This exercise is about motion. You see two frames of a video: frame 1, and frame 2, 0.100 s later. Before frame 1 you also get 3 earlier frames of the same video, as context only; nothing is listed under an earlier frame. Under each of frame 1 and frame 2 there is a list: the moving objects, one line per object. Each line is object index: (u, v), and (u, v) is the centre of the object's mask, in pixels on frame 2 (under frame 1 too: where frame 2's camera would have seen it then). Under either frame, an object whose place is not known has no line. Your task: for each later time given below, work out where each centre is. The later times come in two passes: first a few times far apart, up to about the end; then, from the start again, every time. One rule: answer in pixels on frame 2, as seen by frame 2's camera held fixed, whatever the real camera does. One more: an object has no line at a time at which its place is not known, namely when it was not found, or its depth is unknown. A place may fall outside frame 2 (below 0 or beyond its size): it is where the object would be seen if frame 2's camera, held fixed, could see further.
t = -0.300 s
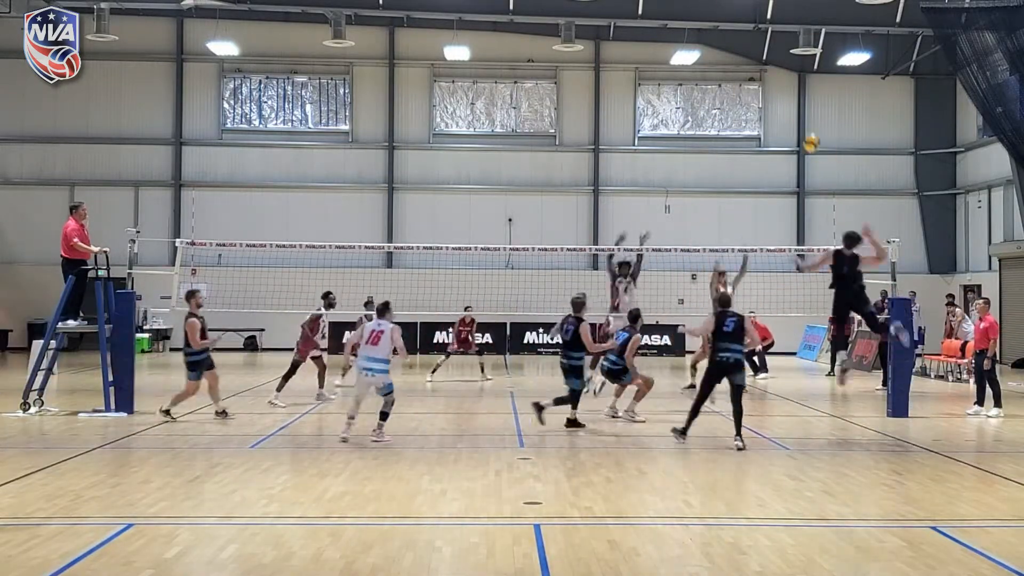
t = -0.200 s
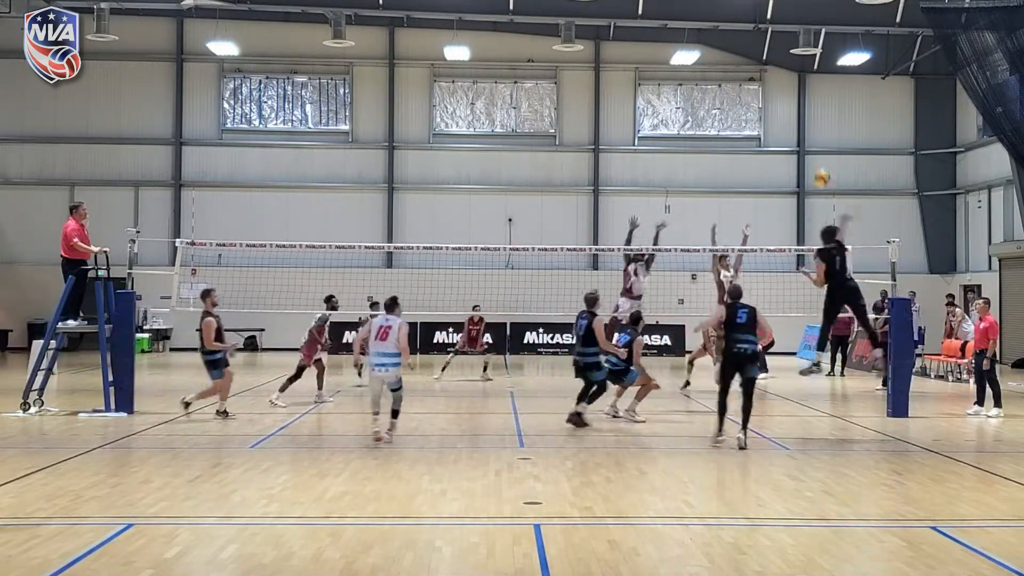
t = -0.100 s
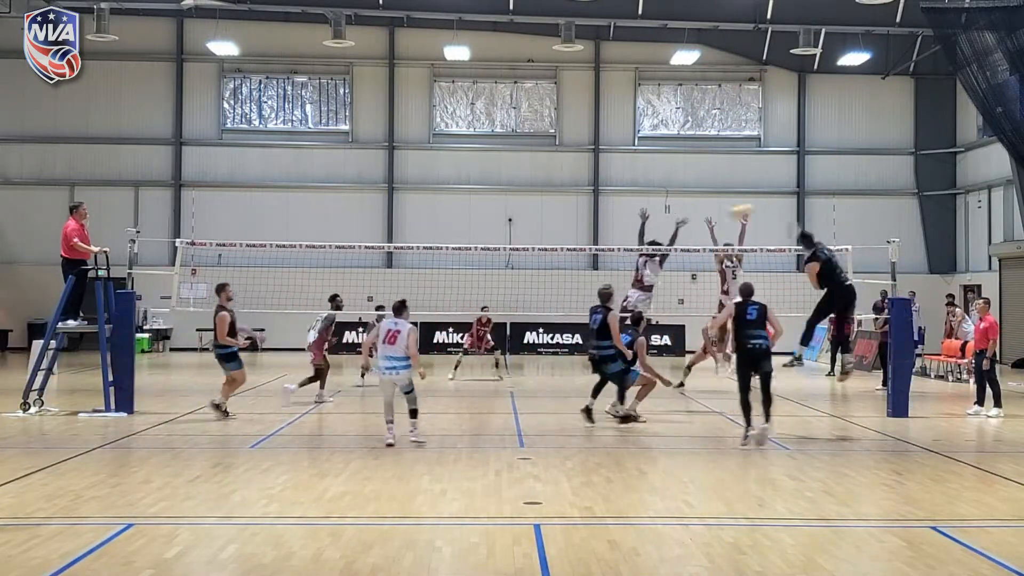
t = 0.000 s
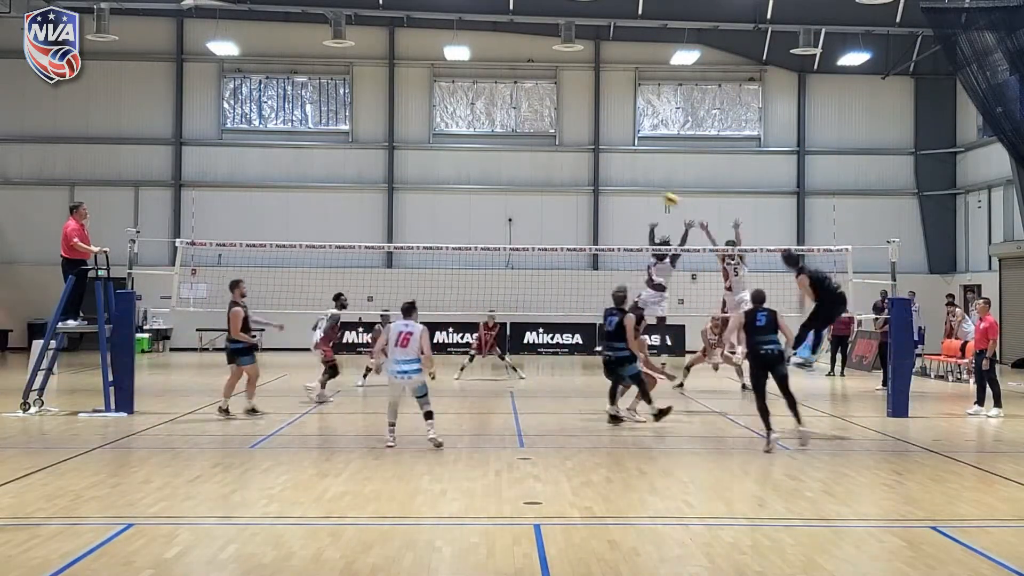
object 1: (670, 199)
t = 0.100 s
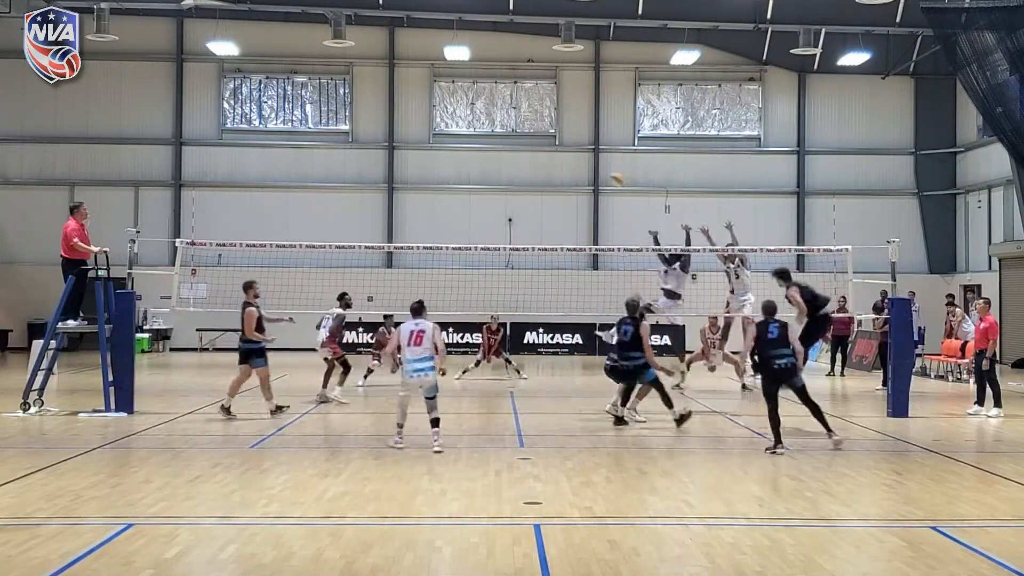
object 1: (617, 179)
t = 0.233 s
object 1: (551, 161)
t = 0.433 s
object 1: (459, 163)
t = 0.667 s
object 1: (364, 197)
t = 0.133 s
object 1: (599, 173)
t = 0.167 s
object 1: (583, 170)
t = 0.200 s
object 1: (566, 165)
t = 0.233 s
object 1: (551, 161)
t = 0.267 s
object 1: (535, 160)
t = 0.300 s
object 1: (519, 160)
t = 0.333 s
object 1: (504, 159)
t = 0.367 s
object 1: (488, 159)
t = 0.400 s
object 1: (473, 161)
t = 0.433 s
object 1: (459, 163)
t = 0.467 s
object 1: (444, 165)
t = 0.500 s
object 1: (431, 169)
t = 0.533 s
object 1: (416, 173)
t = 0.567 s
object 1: (402, 178)
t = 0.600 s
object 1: (390, 183)
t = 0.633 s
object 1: (376, 190)
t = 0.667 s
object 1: (364, 197)
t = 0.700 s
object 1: (350, 205)
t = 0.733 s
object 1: (337, 214)
